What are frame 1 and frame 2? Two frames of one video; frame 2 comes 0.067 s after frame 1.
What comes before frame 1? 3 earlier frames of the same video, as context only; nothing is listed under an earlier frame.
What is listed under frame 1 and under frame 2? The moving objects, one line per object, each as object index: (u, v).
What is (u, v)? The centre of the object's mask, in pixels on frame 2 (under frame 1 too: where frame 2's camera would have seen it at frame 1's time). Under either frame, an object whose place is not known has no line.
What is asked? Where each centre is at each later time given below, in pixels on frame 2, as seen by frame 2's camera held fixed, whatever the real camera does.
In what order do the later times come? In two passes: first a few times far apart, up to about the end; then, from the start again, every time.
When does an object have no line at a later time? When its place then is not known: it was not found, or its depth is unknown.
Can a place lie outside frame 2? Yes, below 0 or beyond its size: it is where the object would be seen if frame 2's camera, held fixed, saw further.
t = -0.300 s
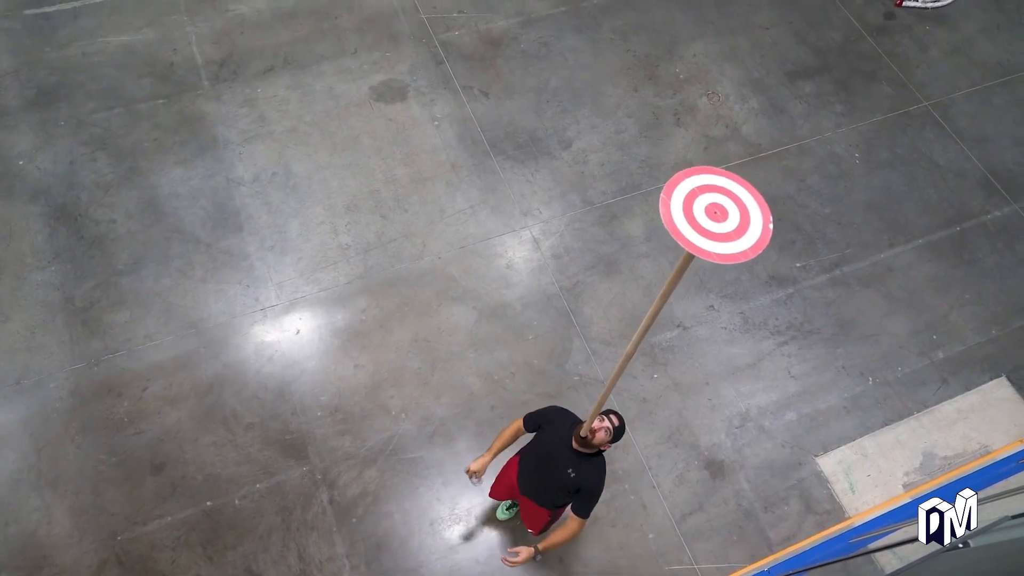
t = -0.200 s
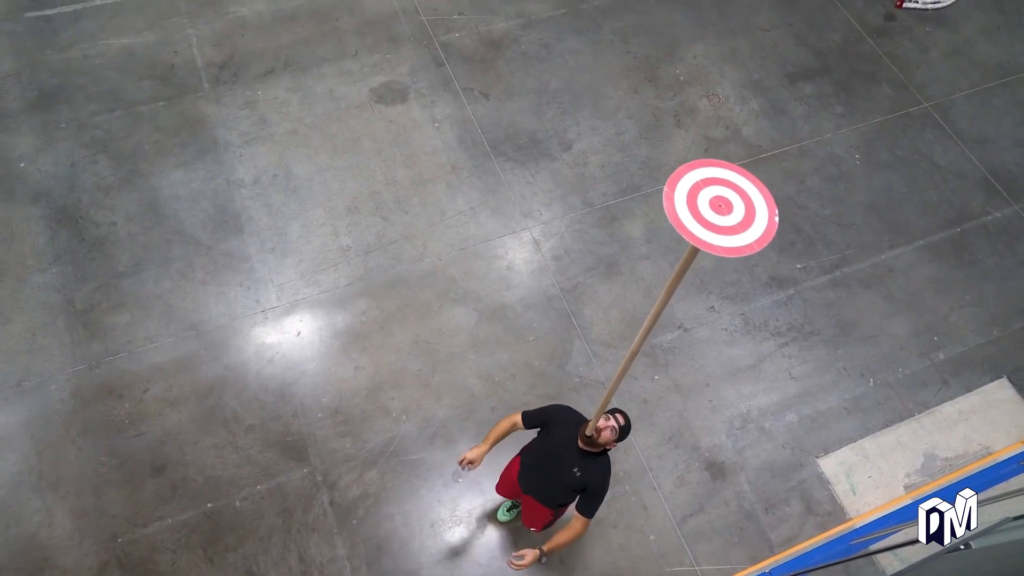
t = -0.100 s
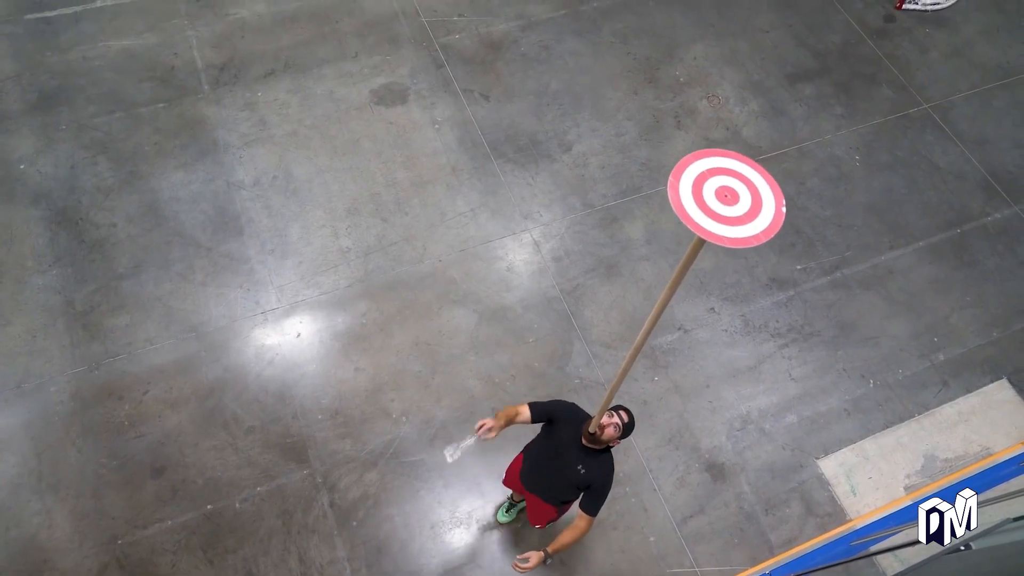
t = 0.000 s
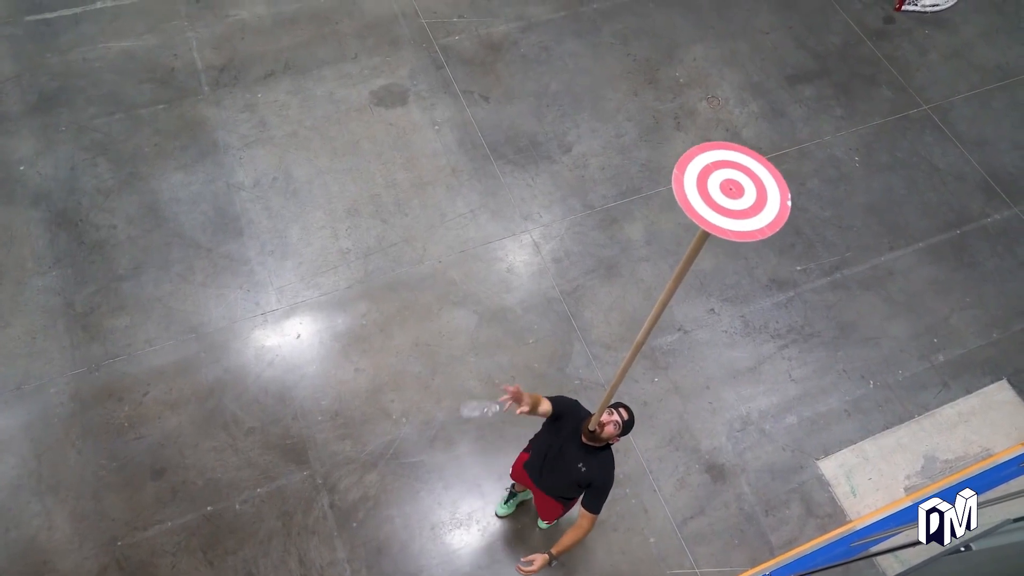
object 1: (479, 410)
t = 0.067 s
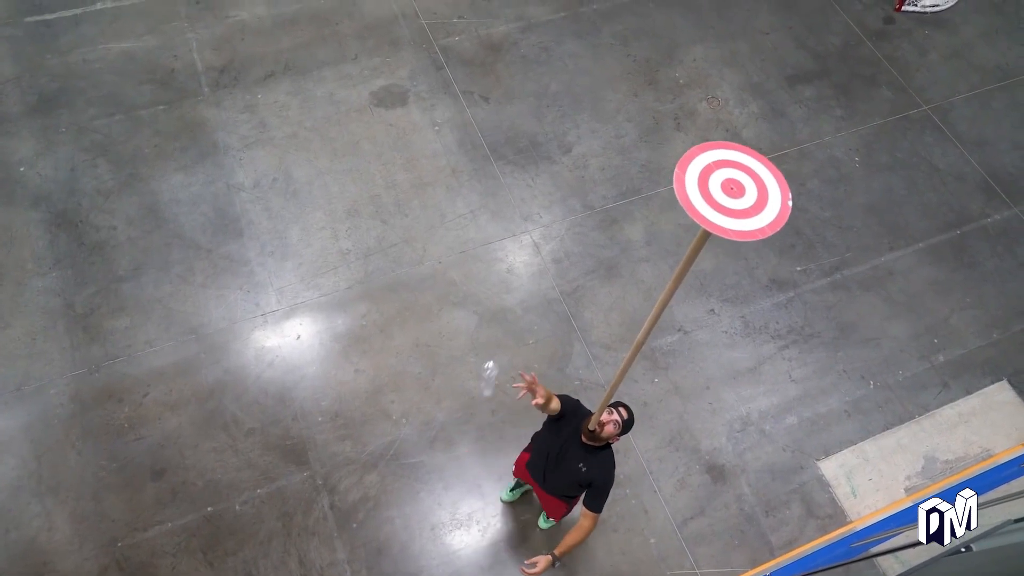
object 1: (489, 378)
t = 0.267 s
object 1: (546, 264)
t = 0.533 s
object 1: (654, 149)
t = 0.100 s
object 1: (495, 362)
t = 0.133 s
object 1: (503, 344)
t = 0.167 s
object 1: (511, 326)
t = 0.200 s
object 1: (522, 307)
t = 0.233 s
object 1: (534, 286)
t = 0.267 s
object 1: (546, 264)
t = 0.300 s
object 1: (562, 243)
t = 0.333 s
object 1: (575, 224)
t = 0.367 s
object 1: (588, 206)
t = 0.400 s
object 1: (602, 190)
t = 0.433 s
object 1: (616, 176)
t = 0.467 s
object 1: (630, 164)
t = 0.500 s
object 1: (643, 155)
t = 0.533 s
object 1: (654, 149)
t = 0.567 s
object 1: (665, 144)
